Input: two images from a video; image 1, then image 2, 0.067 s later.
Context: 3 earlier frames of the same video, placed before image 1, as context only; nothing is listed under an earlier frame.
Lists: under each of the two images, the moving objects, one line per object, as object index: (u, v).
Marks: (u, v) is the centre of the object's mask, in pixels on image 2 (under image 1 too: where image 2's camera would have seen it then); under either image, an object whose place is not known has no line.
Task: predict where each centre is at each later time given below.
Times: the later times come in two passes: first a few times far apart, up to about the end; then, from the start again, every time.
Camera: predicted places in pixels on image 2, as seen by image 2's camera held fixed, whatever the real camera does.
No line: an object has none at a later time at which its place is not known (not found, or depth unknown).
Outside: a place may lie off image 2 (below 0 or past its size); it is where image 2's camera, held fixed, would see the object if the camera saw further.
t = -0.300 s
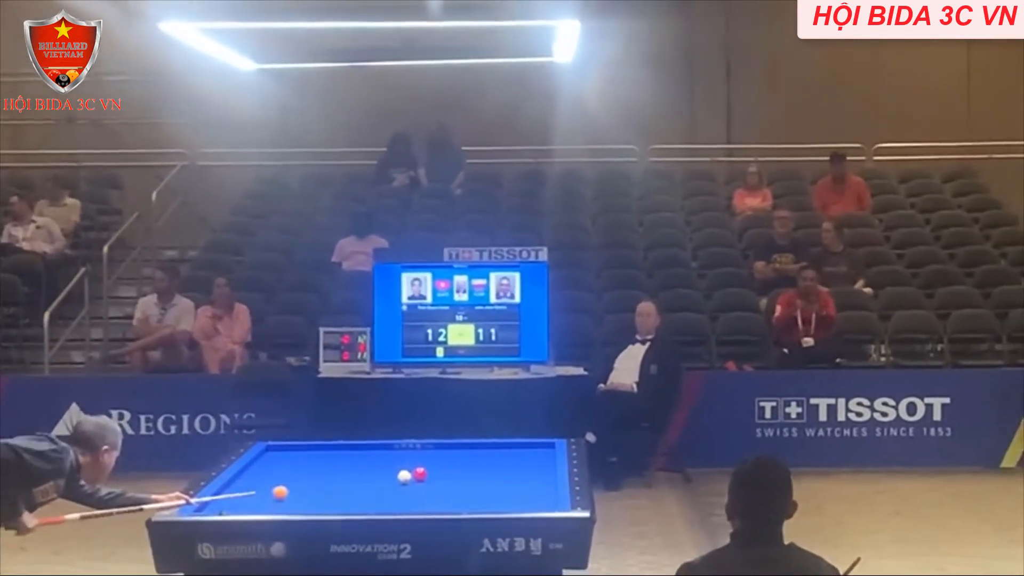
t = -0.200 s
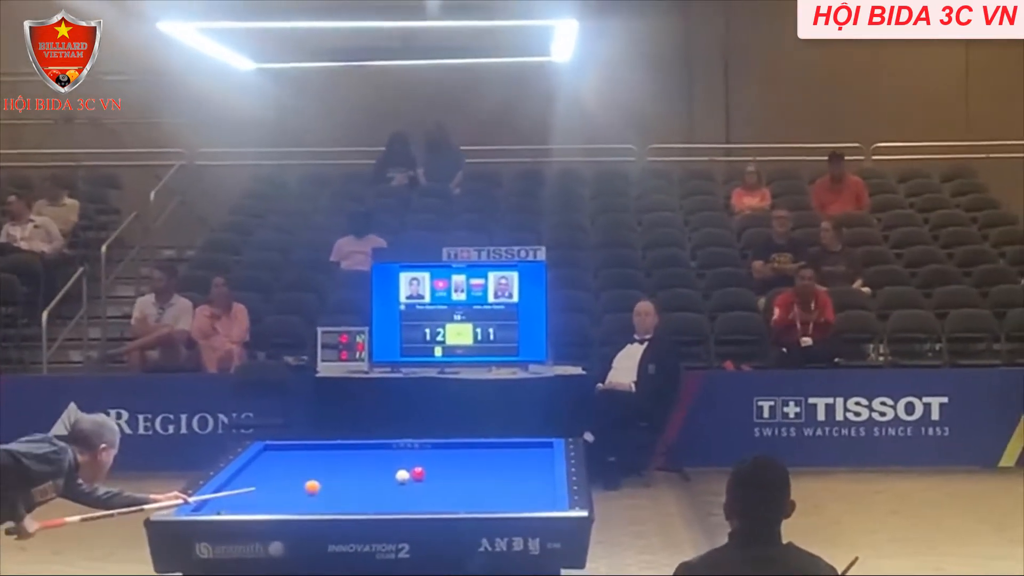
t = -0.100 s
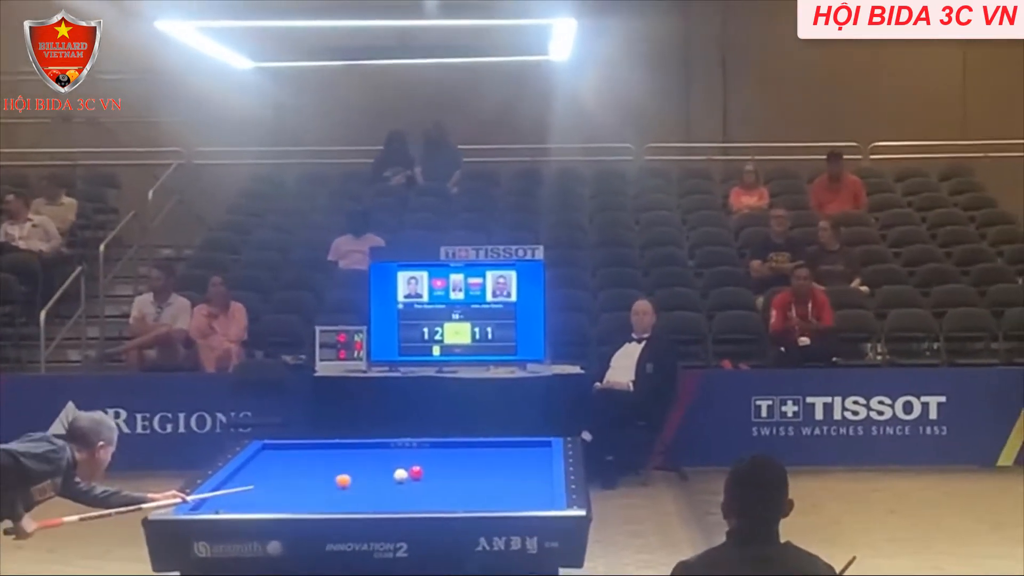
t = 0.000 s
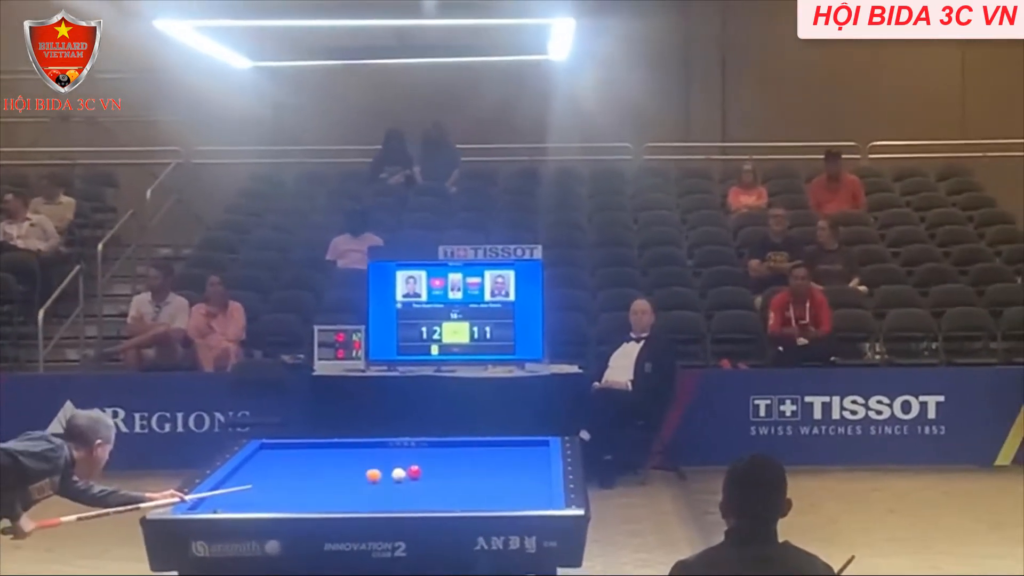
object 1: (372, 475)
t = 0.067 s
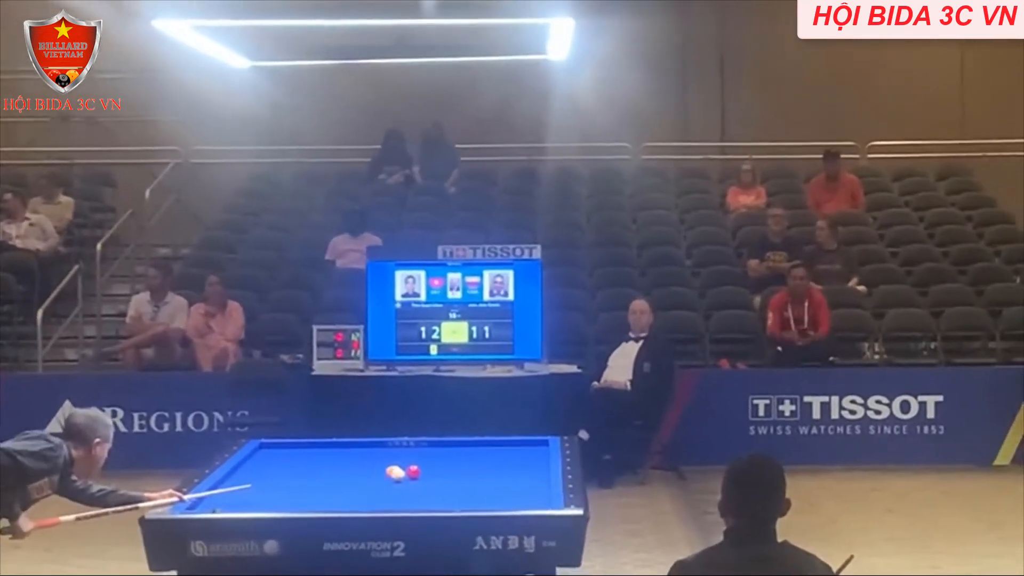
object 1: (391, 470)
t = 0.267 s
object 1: (453, 463)
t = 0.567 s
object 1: (535, 451)
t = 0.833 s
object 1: (504, 442)
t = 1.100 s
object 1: (455, 446)
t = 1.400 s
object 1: (396, 452)
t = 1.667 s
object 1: (344, 457)
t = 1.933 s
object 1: (289, 464)
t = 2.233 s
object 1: (249, 470)
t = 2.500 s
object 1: (274, 474)
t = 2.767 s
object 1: (298, 480)
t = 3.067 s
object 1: (325, 485)
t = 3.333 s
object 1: (348, 490)
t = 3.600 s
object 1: (373, 495)
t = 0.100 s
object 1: (404, 467)
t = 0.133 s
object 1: (415, 465)
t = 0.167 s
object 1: (424, 467)
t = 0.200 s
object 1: (433, 466)
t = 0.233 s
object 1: (443, 465)
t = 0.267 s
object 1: (453, 463)
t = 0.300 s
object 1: (462, 462)
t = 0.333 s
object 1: (472, 460)
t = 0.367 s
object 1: (481, 459)
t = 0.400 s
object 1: (491, 457)
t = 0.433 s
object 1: (499, 456)
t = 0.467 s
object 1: (508, 454)
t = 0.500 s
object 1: (517, 453)
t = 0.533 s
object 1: (526, 452)
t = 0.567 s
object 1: (535, 451)
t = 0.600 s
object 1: (543, 450)
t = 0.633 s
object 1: (538, 448)
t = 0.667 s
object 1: (531, 447)
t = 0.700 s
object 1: (525, 447)
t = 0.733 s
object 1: (519, 445)
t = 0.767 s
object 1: (514, 444)
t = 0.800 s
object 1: (509, 443)
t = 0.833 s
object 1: (504, 442)
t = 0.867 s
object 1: (500, 441)
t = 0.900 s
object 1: (495, 441)
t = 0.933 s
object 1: (488, 442)
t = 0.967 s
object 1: (481, 442)
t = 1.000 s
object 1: (475, 443)
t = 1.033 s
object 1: (468, 444)
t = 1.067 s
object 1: (461, 445)
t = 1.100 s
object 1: (455, 446)
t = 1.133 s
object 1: (448, 447)
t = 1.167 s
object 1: (442, 447)
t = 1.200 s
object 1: (435, 448)
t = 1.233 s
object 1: (429, 449)
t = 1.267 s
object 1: (422, 449)
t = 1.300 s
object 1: (416, 450)
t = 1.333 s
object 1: (409, 451)
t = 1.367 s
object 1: (403, 452)
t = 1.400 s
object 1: (396, 452)
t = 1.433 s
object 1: (390, 453)
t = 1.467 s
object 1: (383, 453)
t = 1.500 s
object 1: (377, 454)
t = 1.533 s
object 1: (370, 455)
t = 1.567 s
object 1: (363, 455)
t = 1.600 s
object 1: (356, 456)
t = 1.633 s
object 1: (350, 457)
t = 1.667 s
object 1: (344, 457)
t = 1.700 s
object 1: (337, 458)
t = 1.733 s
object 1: (330, 459)
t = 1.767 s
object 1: (323, 460)
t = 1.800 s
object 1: (317, 461)
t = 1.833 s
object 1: (310, 461)
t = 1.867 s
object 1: (303, 462)
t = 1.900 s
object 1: (296, 463)
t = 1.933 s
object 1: (289, 464)
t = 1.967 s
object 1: (283, 464)
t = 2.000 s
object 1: (276, 465)
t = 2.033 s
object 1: (269, 465)
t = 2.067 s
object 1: (262, 466)
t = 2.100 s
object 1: (255, 467)
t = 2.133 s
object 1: (249, 468)
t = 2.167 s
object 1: (242, 468)
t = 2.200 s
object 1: (244, 469)
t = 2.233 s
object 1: (249, 470)
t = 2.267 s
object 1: (253, 470)
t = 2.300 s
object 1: (256, 471)
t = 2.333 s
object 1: (259, 471)
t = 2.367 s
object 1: (263, 472)
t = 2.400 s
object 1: (265, 472)
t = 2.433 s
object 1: (268, 473)
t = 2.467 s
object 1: (272, 474)
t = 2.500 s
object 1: (274, 474)
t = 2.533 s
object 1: (278, 475)
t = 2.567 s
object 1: (280, 476)
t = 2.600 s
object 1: (284, 476)
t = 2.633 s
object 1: (286, 477)
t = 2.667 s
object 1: (289, 478)
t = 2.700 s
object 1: (292, 478)
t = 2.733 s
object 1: (295, 479)
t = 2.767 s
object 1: (298, 480)
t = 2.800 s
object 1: (301, 480)
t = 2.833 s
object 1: (304, 481)
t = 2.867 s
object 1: (307, 481)
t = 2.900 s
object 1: (309, 482)
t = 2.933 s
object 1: (313, 483)
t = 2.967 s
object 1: (316, 483)
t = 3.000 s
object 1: (320, 484)
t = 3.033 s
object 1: (322, 485)
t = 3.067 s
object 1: (325, 485)
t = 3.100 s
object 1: (328, 485)
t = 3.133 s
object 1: (331, 486)
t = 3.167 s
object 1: (334, 487)
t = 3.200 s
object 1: (337, 488)
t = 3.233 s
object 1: (339, 488)
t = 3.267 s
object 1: (342, 489)
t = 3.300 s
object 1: (345, 490)
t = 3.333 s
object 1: (348, 490)
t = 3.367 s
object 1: (352, 491)
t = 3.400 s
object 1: (355, 491)
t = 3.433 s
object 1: (358, 492)
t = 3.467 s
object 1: (361, 493)
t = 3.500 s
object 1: (364, 494)
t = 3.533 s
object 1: (367, 494)
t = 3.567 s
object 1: (370, 495)
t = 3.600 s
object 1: (373, 495)
